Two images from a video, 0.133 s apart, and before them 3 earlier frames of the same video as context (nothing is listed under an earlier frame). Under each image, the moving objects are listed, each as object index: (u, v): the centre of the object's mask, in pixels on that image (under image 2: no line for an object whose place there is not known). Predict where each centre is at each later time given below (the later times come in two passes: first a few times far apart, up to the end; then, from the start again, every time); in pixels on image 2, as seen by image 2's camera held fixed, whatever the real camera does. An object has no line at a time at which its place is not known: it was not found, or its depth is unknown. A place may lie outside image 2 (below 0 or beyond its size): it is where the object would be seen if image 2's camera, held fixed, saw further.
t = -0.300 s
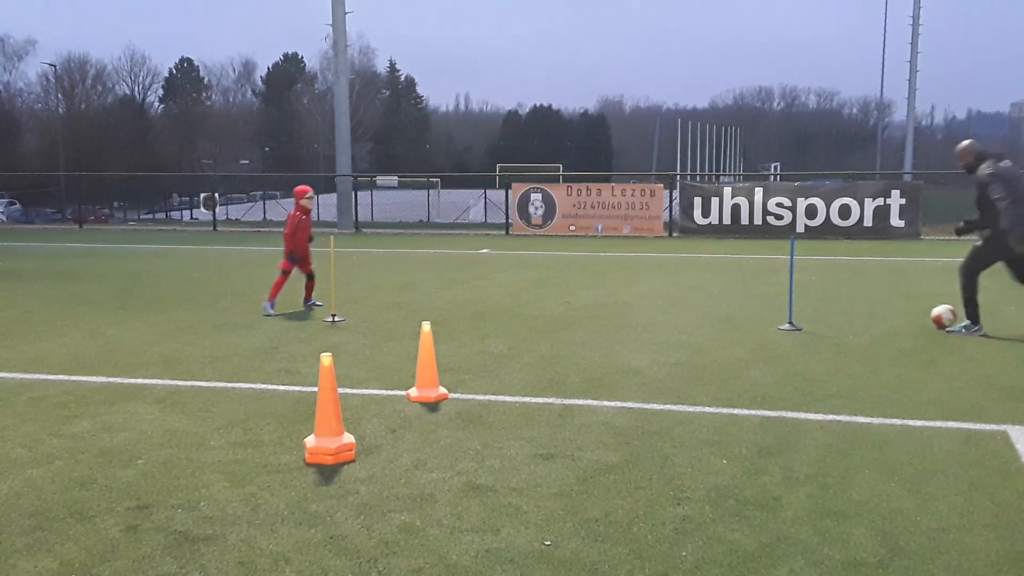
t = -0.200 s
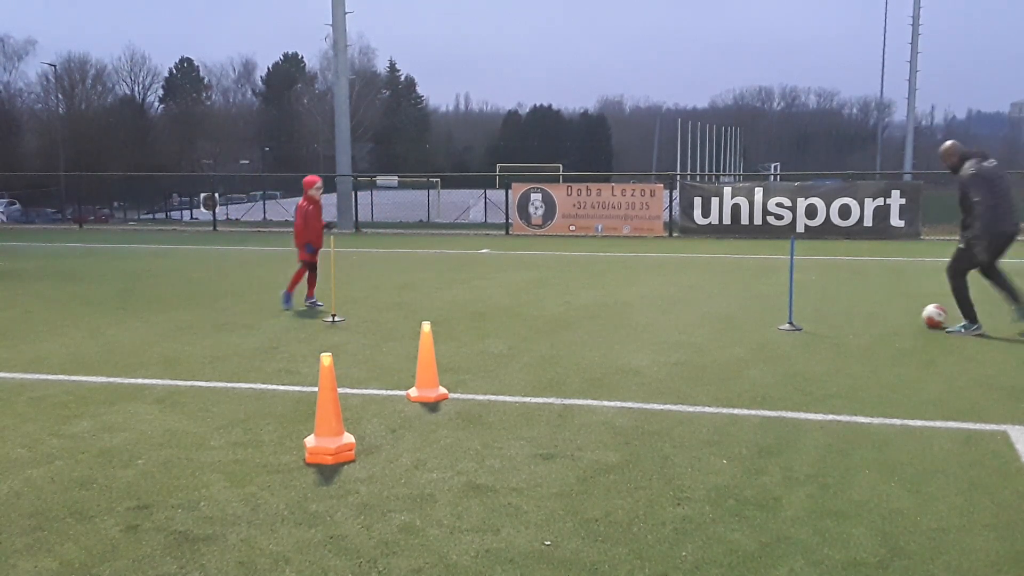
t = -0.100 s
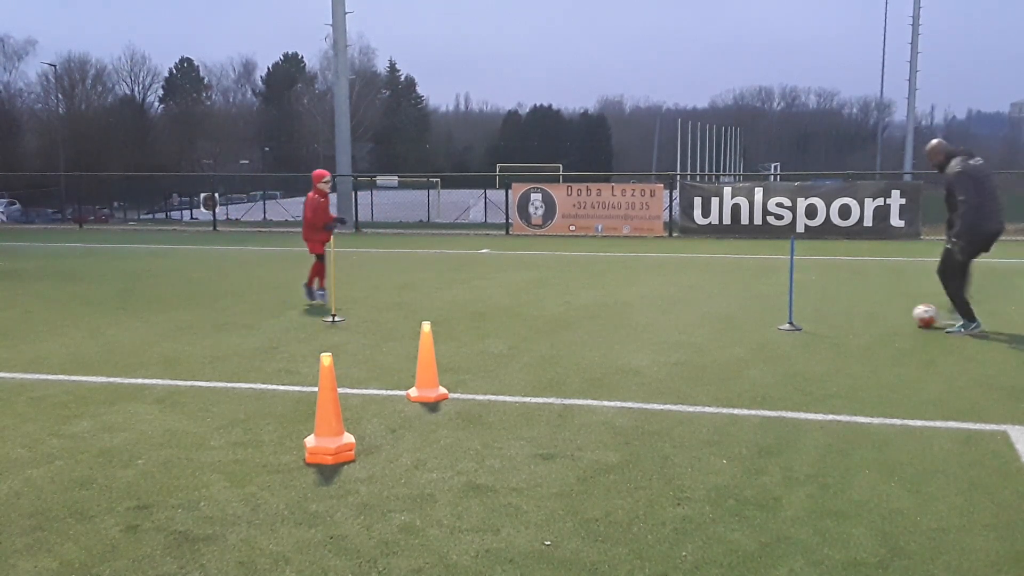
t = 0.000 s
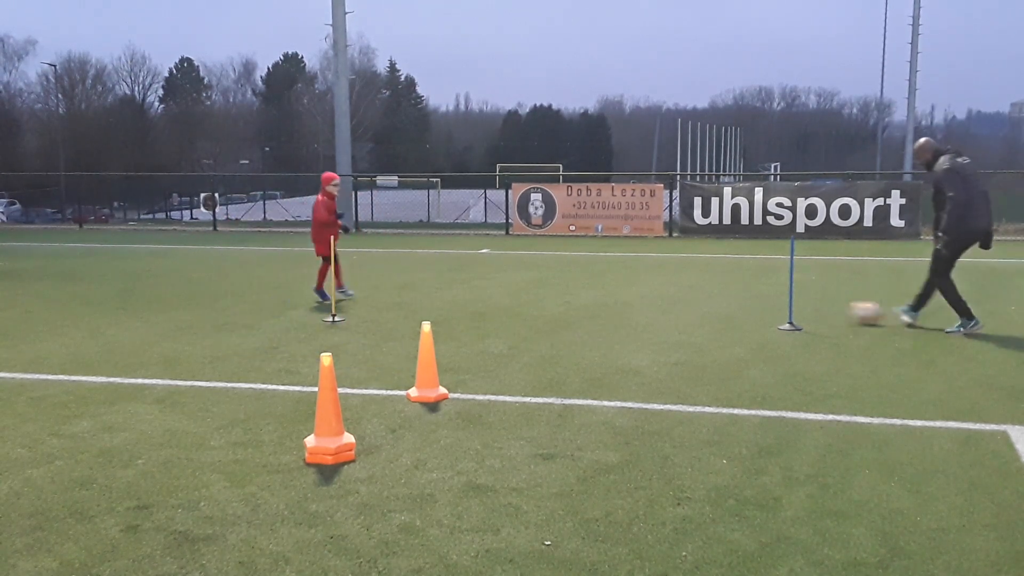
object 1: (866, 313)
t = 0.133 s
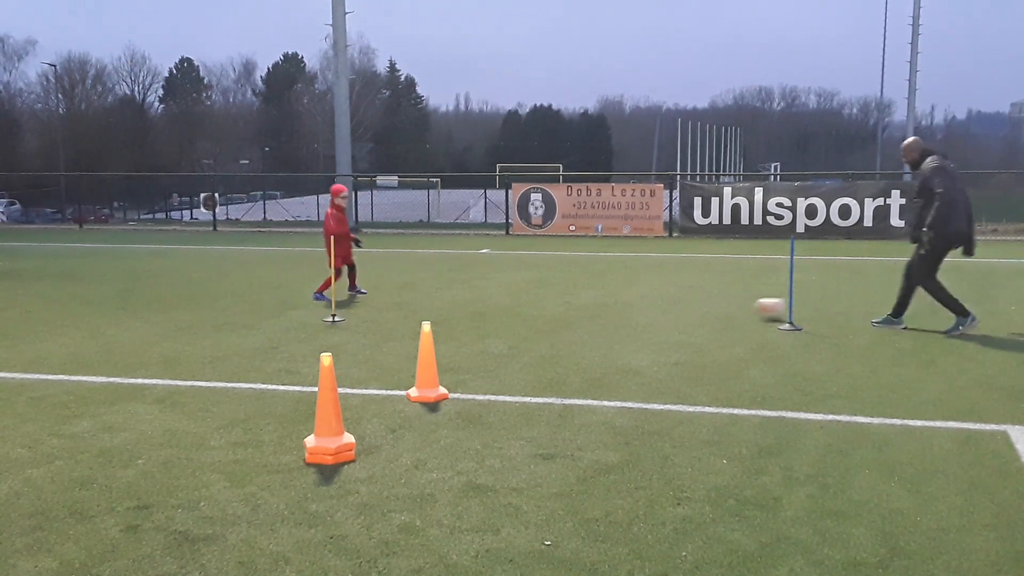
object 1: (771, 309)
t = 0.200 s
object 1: (730, 308)
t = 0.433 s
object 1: (608, 303)
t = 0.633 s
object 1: (525, 300)
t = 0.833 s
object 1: (459, 298)
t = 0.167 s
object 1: (750, 309)
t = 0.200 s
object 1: (730, 308)
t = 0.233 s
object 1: (711, 307)
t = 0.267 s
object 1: (692, 306)
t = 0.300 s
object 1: (674, 306)
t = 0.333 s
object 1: (657, 305)
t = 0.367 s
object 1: (639, 304)
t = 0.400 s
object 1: (624, 304)
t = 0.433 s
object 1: (608, 303)
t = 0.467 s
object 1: (592, 302)
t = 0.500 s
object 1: (576, 302)
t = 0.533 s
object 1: (562, 302)
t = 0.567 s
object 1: (550, 300)
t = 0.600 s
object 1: (537, 300)
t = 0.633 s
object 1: (525, 300)
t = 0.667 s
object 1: (513, 299)
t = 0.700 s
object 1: (501, 300)
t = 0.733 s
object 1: (490, 300)
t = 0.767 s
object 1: (479, 298)
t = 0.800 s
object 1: (469, 298)
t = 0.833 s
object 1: (459, 298)
